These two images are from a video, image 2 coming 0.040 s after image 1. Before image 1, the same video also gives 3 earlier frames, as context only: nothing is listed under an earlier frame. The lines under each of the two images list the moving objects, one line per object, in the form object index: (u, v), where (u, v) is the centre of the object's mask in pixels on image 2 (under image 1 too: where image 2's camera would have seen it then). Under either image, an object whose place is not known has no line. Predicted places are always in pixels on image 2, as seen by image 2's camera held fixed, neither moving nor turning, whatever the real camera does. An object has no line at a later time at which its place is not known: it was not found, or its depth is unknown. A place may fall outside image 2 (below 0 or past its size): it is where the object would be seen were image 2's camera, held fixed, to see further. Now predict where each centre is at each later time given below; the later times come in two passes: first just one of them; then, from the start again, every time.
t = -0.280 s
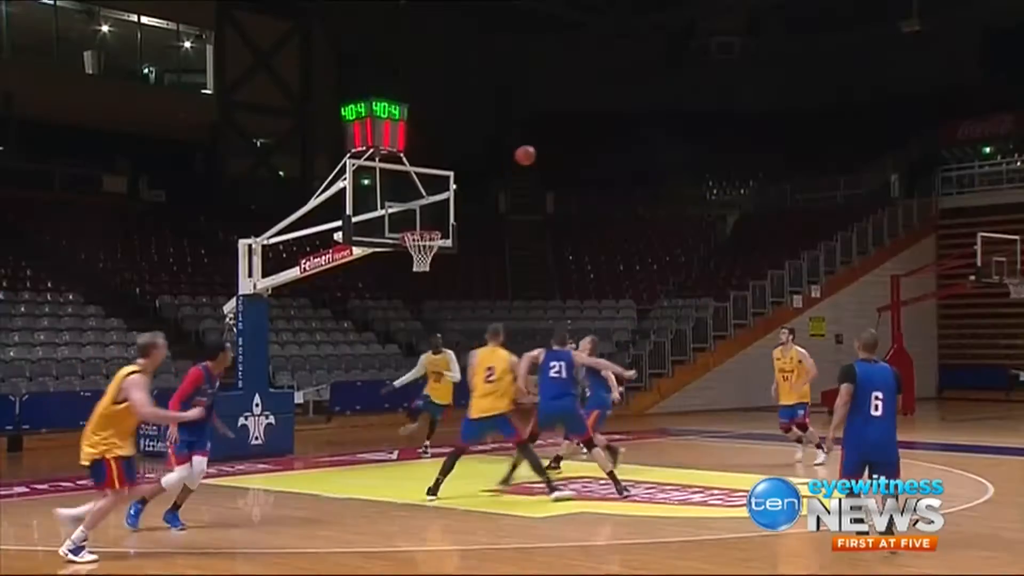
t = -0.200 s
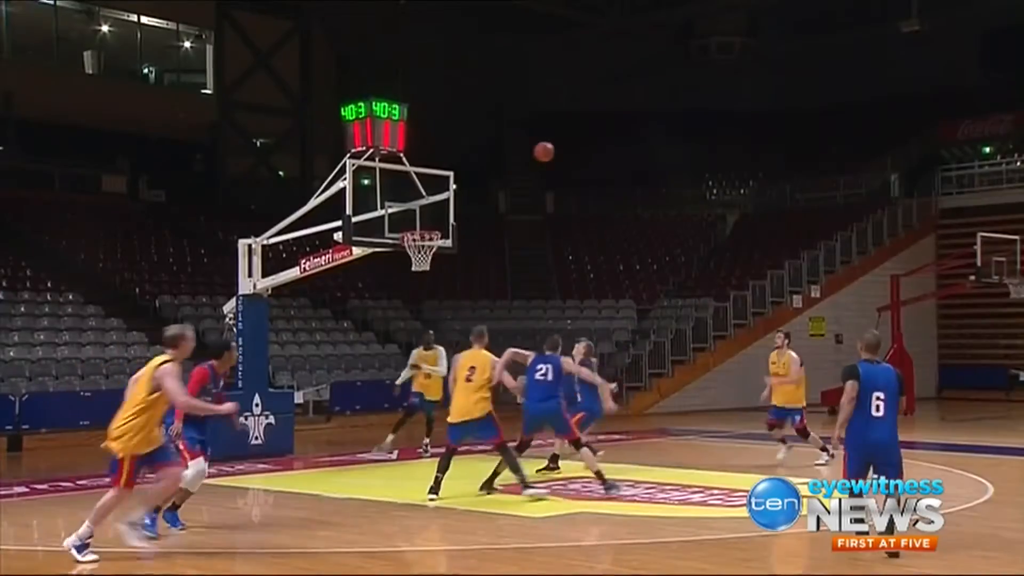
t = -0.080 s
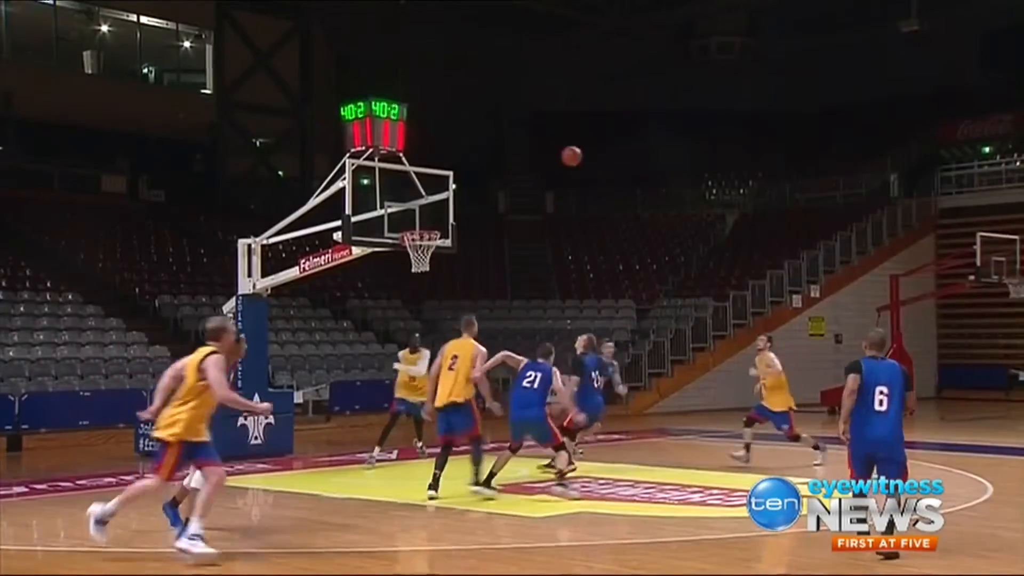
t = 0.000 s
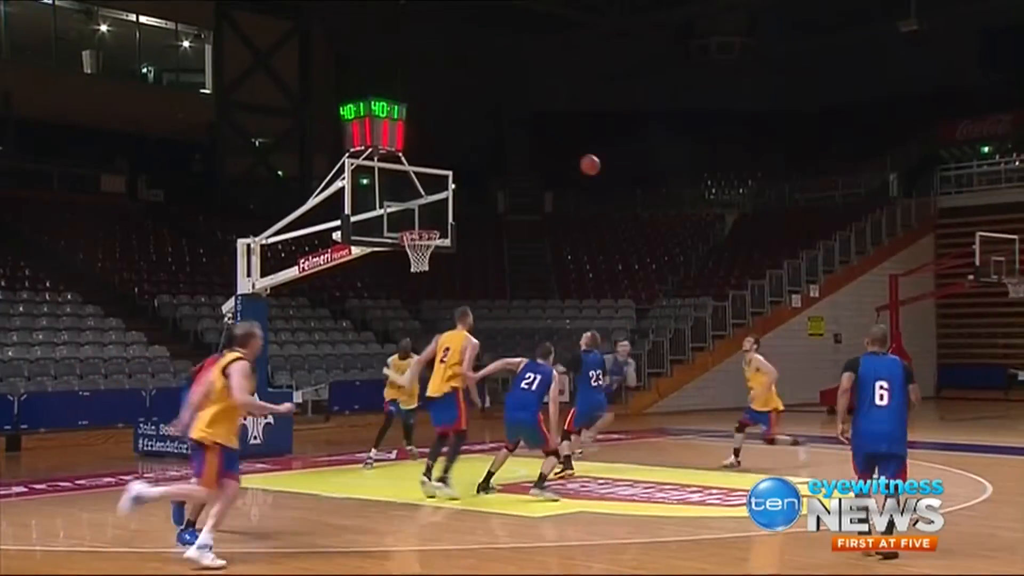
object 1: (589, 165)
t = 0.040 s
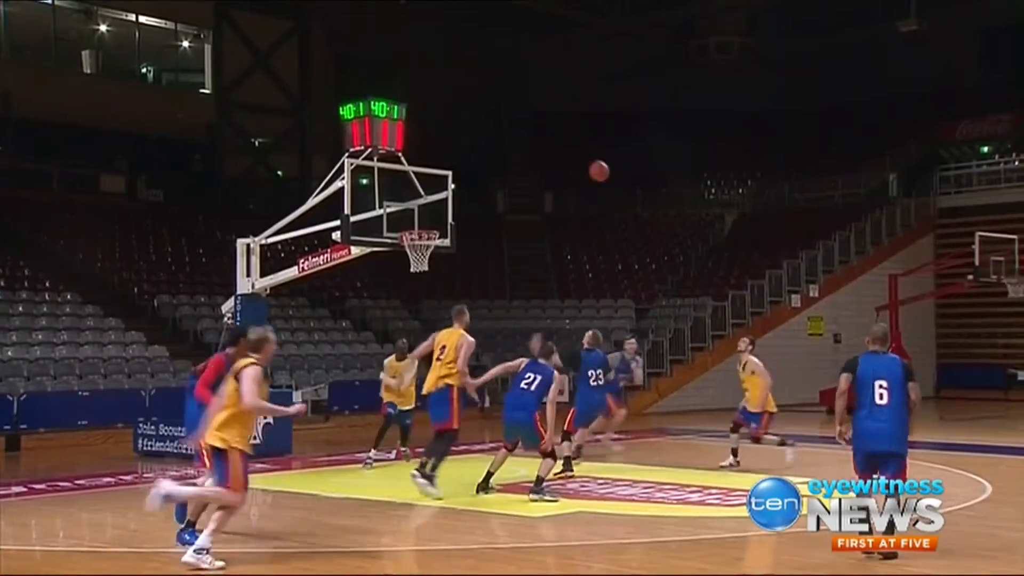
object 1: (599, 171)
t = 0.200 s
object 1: (636, 209)
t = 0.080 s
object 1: (608, 179)
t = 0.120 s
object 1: (618, 188)
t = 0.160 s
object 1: (627, 198)
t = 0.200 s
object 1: (636, 209)
